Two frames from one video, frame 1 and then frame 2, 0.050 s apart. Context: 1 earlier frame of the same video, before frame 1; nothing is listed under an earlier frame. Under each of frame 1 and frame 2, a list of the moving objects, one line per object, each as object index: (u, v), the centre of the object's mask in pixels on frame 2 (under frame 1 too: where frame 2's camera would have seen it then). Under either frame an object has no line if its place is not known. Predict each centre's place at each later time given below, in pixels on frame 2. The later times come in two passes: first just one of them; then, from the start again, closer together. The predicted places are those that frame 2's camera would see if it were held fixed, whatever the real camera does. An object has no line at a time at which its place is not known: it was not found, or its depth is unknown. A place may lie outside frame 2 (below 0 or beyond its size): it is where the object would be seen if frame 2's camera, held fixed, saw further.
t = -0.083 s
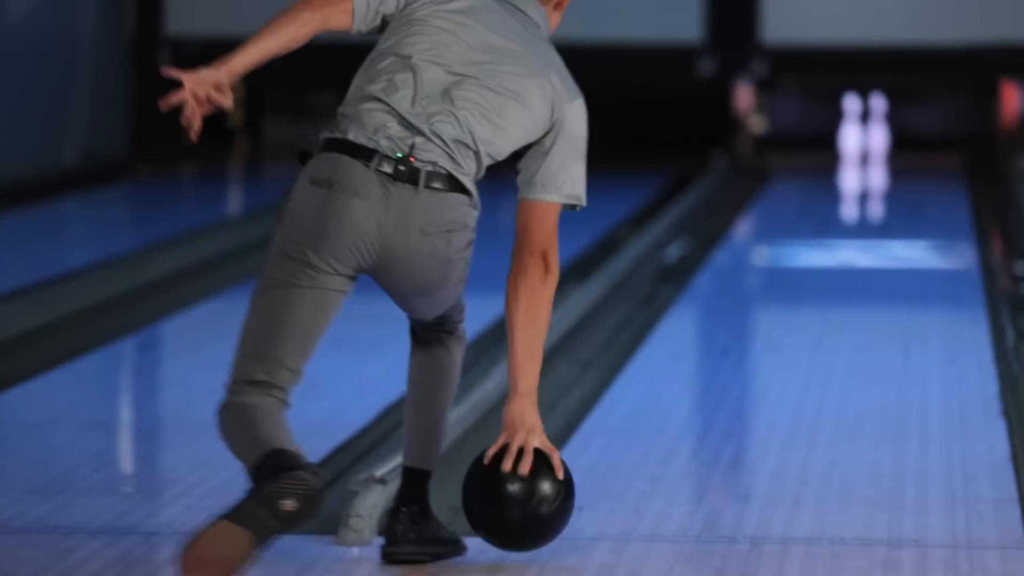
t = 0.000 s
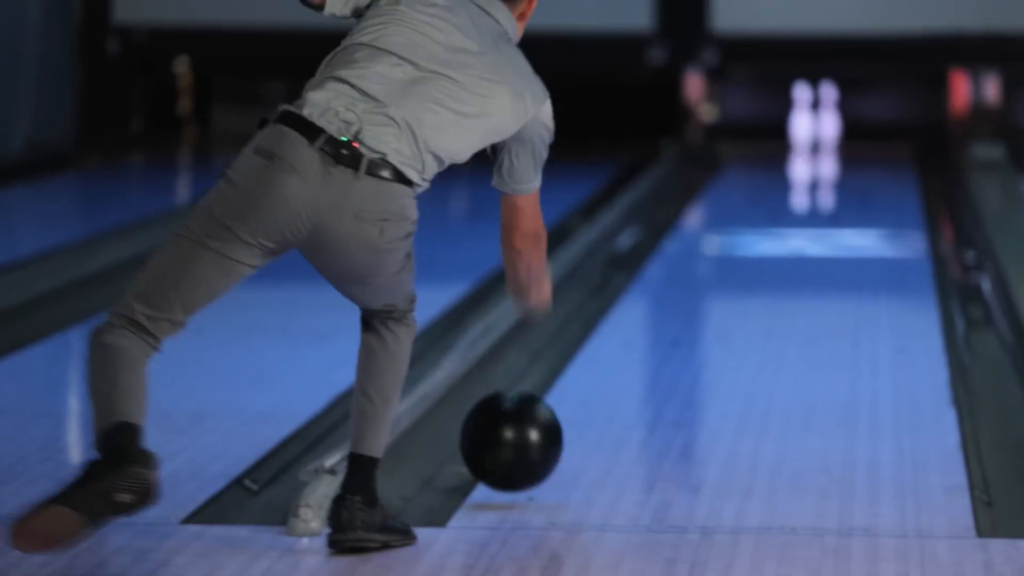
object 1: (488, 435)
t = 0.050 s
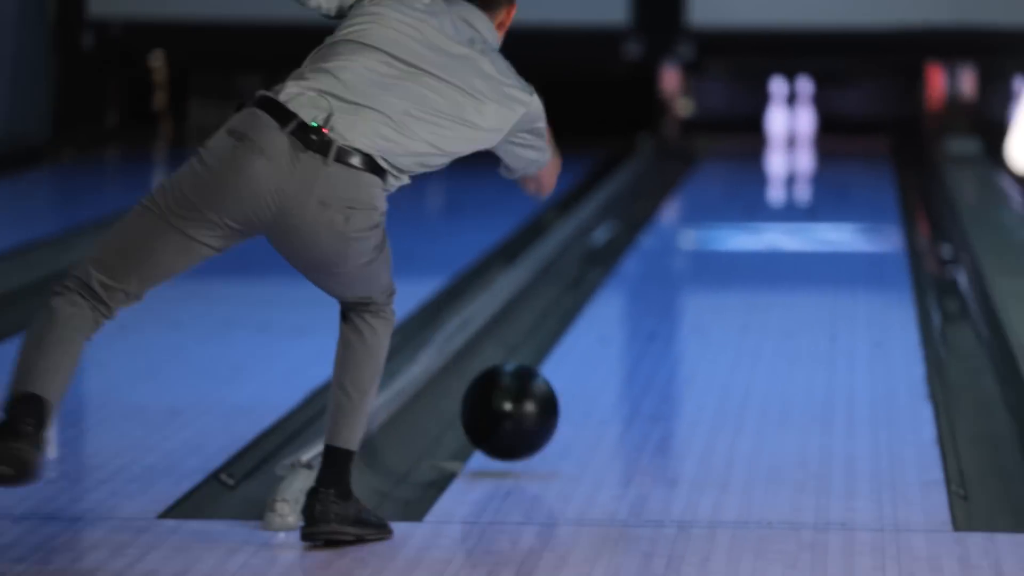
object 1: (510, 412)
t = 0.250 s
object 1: (575, 350)
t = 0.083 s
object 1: (522, 403)
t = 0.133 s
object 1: (540, 386)
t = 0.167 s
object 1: (551, 373)
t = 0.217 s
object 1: (566, 360)
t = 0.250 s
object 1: (575, 350)
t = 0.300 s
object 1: (588, 335)
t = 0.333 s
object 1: (596, 326)
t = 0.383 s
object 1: (606, 313)
